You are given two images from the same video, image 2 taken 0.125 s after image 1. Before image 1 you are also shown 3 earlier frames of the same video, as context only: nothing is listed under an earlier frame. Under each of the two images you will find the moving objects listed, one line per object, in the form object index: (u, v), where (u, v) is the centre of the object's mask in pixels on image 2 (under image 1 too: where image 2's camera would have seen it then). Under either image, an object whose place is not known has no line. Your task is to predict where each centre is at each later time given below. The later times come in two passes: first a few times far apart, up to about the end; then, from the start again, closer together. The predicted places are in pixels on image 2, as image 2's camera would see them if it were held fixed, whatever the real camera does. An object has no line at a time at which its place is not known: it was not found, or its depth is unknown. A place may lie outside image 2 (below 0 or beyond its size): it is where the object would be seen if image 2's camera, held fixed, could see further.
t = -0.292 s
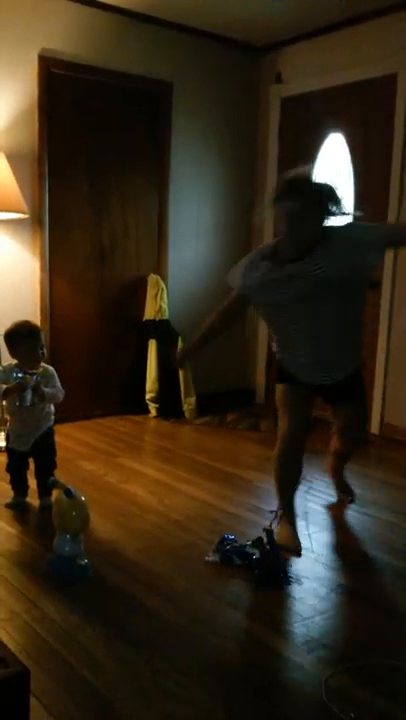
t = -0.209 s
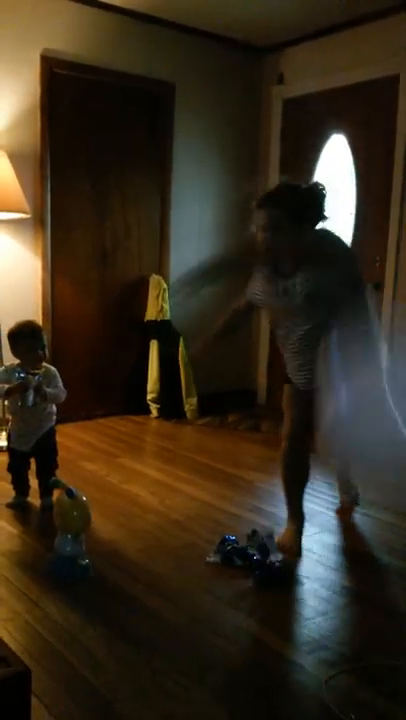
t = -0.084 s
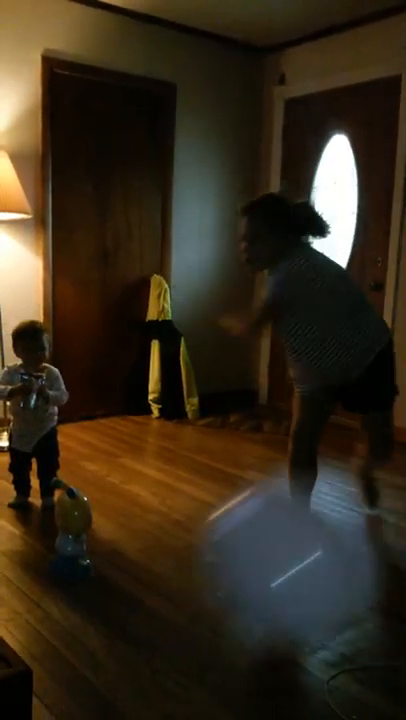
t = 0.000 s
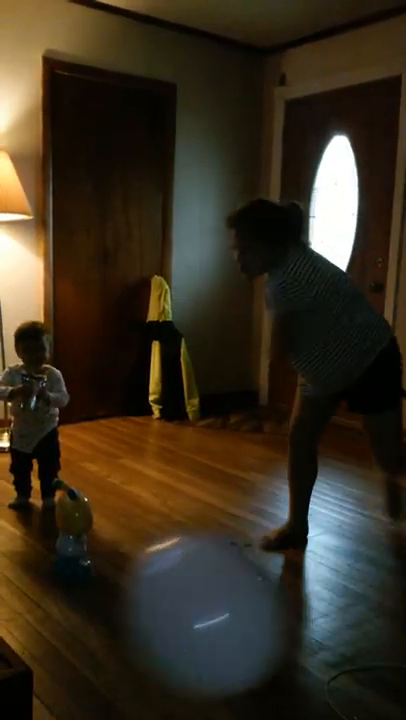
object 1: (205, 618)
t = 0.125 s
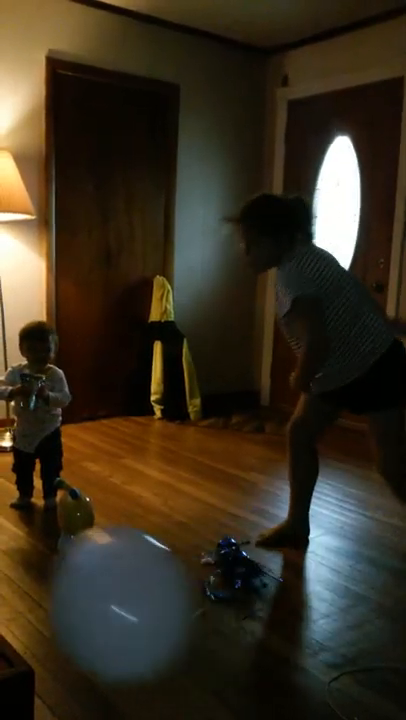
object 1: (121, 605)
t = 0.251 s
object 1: (66, 550)
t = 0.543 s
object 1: (56, 377)
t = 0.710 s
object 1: (81, 282)
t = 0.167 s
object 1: (99, 588)
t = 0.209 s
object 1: (79, 570)
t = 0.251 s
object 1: (66, 550)
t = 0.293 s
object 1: (59, 528)
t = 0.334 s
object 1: (52, 505)
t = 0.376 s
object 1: (49, 480)
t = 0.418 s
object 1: (48, 457)
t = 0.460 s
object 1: (48, 426)
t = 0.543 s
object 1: (56, 377)
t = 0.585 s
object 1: (61, 353)
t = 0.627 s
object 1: (69, 330)
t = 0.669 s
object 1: (75, 305)
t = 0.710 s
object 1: (81, 282)
